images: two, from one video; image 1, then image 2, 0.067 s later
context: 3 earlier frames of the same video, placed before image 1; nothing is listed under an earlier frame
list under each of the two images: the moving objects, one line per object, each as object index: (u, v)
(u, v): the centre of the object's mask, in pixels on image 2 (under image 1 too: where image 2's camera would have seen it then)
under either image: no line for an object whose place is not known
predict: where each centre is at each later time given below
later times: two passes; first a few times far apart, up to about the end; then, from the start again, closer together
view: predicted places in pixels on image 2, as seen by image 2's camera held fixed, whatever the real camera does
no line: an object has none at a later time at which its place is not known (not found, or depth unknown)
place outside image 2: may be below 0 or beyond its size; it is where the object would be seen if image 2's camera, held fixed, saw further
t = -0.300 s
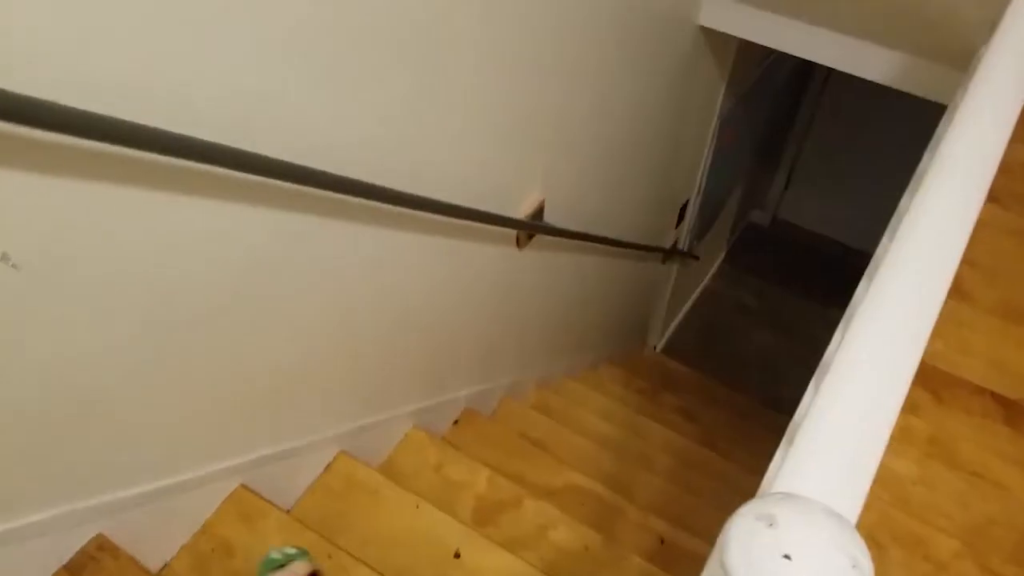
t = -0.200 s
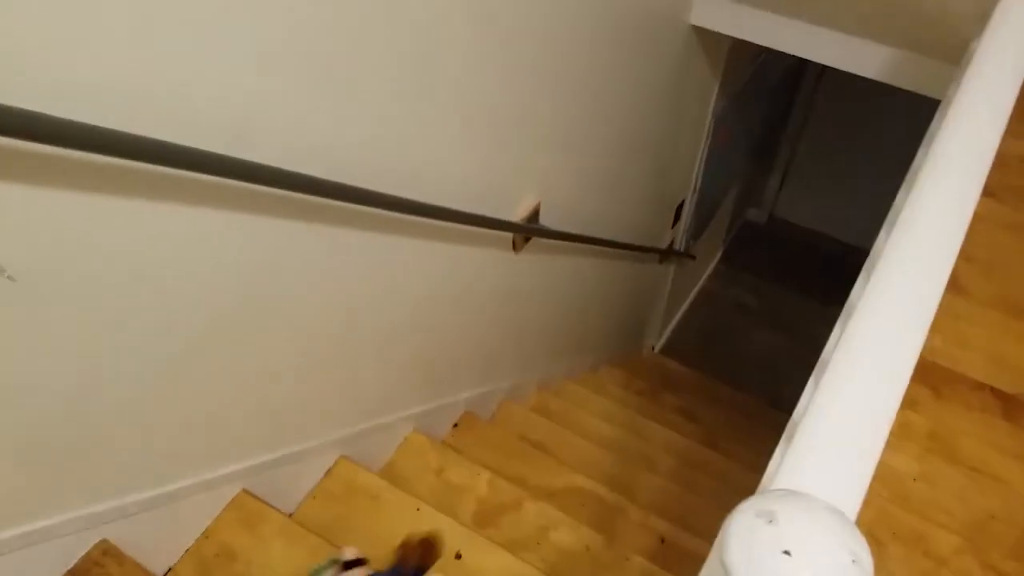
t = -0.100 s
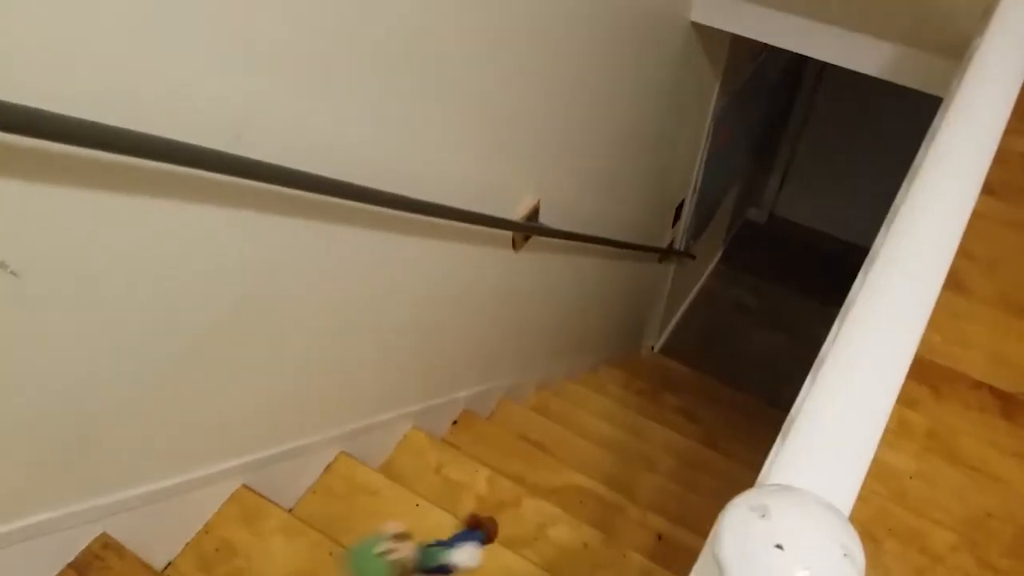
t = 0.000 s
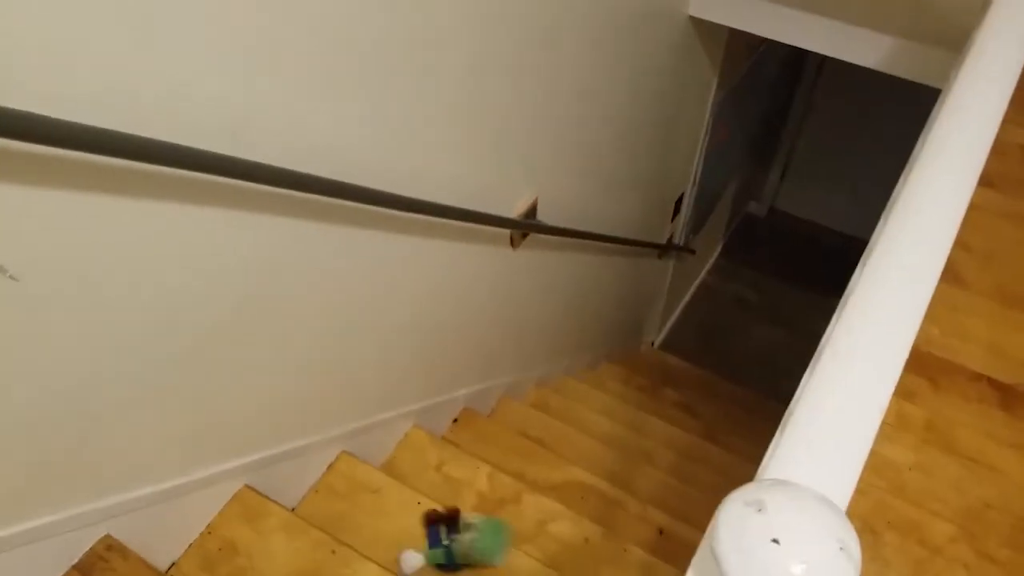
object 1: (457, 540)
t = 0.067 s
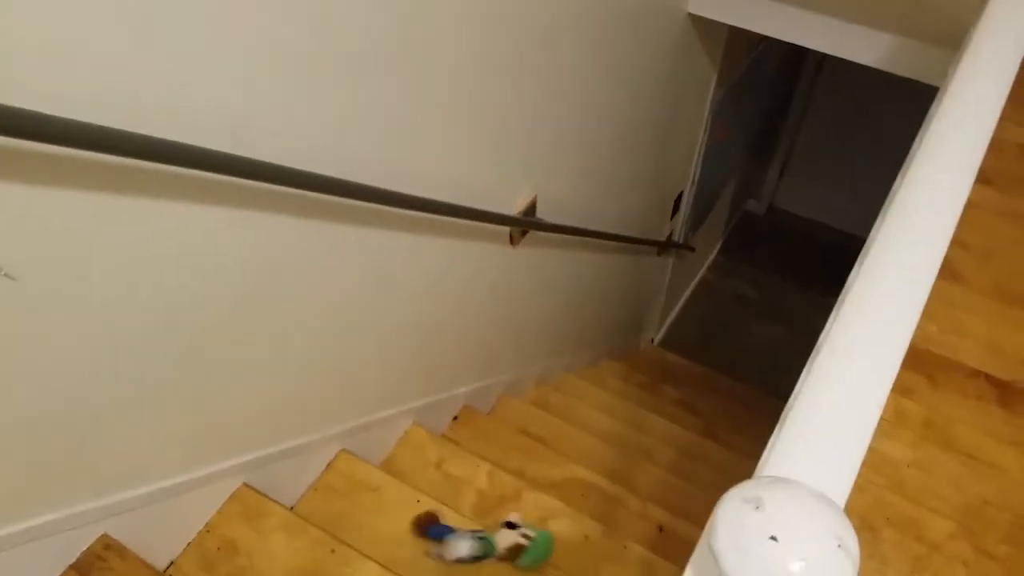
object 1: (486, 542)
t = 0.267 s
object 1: (547, 545)
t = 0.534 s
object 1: (612, 550)
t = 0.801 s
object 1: (663, 520)
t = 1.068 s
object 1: (652, 488)
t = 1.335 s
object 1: (650, 456)
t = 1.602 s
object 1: (668, 445)
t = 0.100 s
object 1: (499, 541)
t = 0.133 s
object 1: (512, 539)
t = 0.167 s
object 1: (522, 540)
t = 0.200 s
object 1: (531, 543)
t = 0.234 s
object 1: (540, 545)
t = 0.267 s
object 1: (547, 545)
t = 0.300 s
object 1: (557, 546)
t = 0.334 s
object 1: (562, 540)
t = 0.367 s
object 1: (574, 536)
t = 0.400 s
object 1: (585, 540)
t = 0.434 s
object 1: (594, 543)
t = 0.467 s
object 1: (603, 545)
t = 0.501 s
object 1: (608, 547)
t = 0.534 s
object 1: (612, 550)
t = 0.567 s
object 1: (623, 547)
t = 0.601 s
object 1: (633, 540)
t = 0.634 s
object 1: (644, 532)
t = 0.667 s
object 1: (651, 529)
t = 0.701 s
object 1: (656, 525)
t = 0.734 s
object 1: (659, 523)
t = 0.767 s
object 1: (661, 521)
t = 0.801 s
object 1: (663, 520)
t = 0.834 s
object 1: (665, 517)
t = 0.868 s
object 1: (664, 513)
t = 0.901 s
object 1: (662, 510)
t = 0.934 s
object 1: (660, 508)
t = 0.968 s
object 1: (659, 500)
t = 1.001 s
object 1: (655, 494)
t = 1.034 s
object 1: (654, 492)
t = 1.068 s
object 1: (652, 488)
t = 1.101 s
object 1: (651, 485)
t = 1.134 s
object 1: (650, 475)
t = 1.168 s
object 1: (649, 469)
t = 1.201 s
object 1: (645, 464)
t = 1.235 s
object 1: (641, 460)
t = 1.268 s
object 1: (647, 458)
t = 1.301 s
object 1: (650, 455)
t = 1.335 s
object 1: (650, 456)
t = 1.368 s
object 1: (648, 456)
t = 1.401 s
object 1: (648, 448)
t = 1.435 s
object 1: (653, 446)
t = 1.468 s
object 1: (660, 444)
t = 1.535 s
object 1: (665, 441)
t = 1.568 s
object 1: (666, 442)
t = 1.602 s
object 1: (668, 445)
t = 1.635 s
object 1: (669, 445)
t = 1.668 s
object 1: (680, 441)
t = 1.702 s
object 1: (690, 434)
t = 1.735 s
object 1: (693, 429)
